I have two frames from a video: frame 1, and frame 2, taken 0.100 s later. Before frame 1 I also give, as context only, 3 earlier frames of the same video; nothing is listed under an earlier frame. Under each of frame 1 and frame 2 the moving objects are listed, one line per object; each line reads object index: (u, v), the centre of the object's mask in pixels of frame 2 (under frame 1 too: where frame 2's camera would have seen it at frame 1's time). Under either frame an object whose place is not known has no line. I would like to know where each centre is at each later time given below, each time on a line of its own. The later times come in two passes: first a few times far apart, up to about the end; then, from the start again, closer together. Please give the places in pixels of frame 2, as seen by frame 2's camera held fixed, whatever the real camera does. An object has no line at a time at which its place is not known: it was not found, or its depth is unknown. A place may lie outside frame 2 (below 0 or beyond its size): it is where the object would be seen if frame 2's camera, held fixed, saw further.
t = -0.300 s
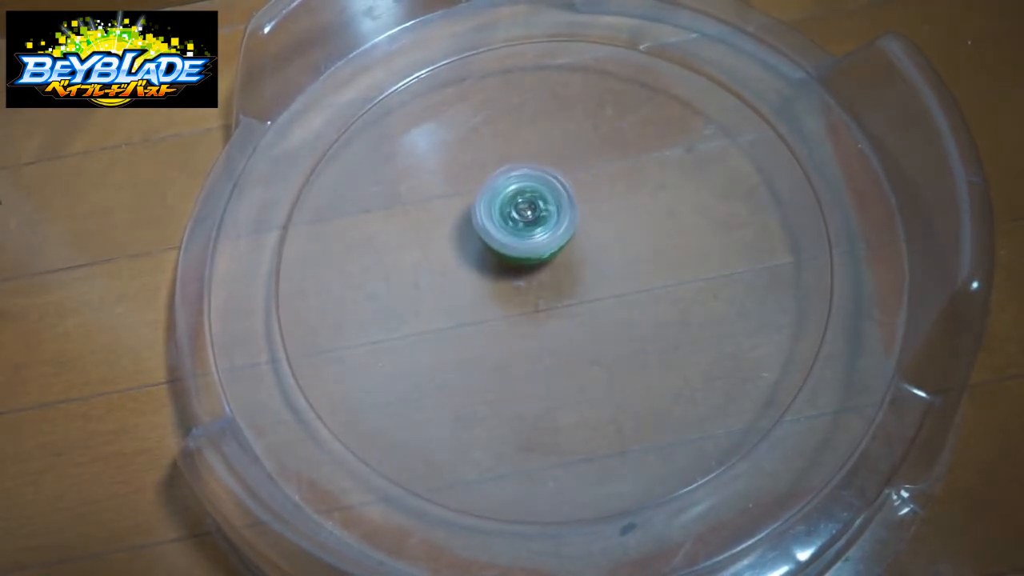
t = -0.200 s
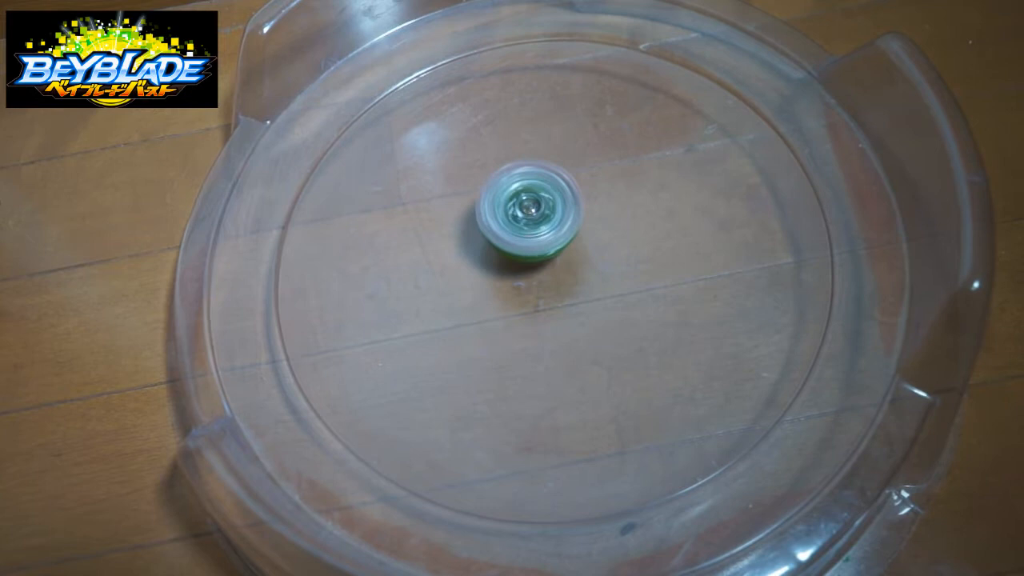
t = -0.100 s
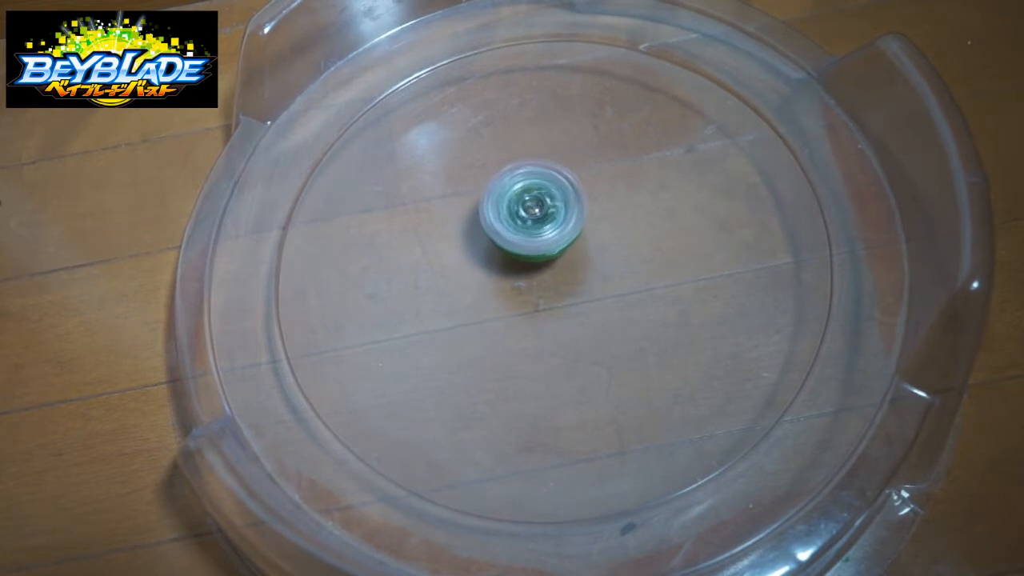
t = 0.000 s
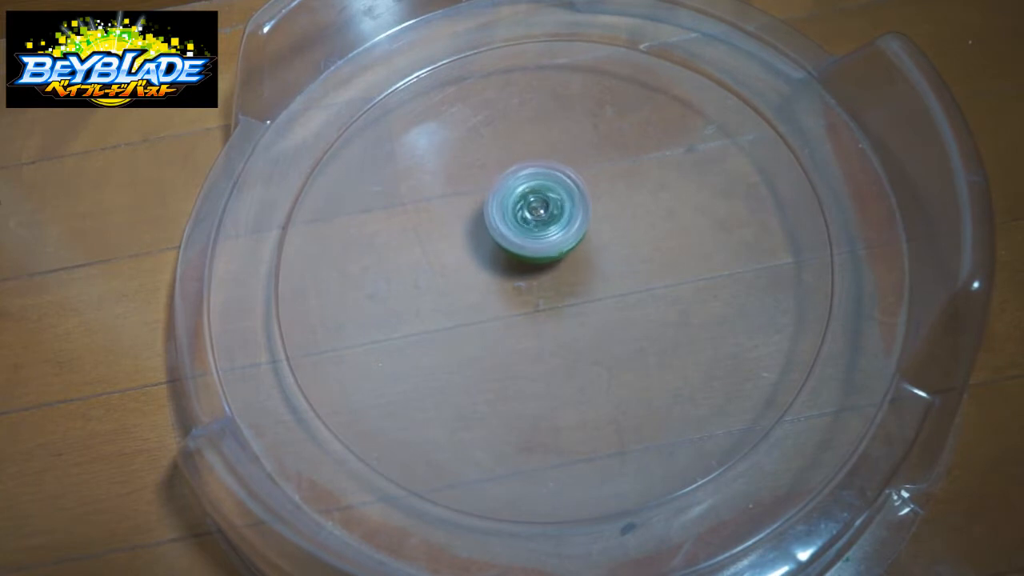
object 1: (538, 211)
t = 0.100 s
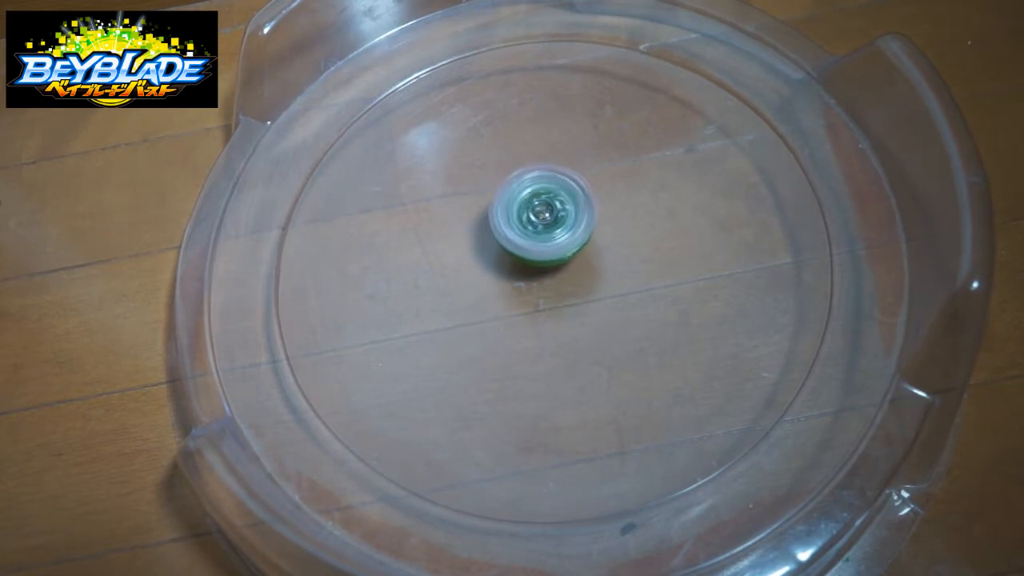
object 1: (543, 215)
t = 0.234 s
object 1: (552, 221)
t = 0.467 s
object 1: (571, 233)
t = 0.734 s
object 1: (589, 247)
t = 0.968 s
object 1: (595, 254)
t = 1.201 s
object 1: (582, 257)
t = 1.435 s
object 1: (556, 260)
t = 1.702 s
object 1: (536, 260)
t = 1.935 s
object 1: (517, 255)
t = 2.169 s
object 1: (507, 254)
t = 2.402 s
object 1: (511, 251)
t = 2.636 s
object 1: (528, 242)
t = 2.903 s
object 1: (556, 229)
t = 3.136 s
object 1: (572, 219)
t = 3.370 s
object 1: (576, 219)
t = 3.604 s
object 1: (572, 228)
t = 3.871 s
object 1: (560, 249)
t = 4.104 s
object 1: (548, 266)
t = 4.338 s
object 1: (540, 276)
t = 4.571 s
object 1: (533, 274)
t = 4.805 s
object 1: (532, 261)
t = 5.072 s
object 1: (533, 248)
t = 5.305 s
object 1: (541, 232)
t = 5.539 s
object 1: (548, 223)
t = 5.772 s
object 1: (554, 222)
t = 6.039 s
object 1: (555, 226)
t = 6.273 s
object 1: (552, 235)
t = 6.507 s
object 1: (542, 249)
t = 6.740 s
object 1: (532, 262)
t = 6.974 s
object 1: (527, 266)
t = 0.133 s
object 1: (546, 216)
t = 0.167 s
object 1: (548, 218)
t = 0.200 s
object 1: (550, 219)
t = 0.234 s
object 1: (552, 221)
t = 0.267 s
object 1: (555, 223)
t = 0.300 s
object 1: (558, 225)
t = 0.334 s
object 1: (560, 226)
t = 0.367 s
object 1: (562, 227)
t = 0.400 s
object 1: (565, 229)
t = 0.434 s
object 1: (568, 232)
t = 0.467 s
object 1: (571, 233)
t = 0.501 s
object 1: (573, 235)
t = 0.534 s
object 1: (575, 237)
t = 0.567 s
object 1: (578, 239)
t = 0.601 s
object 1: (580, 241)
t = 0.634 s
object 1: (582, 243)
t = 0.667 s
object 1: (584, 244)
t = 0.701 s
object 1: (586, 246)
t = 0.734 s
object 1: (589, 247)
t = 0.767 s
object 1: (590, 249)
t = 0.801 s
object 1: (592, 250)
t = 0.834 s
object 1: (593, 251)
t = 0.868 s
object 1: (594, 252)
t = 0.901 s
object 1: (595, 253)
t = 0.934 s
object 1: (596, 253)
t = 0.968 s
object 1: (595, 254)
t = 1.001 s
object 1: (596, 254)
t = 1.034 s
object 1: (595, 254)
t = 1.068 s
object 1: (593, 255)
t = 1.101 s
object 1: (591, 255)
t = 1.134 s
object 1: (589, 255)
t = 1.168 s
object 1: (585, 256)
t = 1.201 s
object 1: (582, 257)
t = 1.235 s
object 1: (579, 257)
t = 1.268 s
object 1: (576, 257)
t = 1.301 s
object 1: (571, 258)
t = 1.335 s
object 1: (568, 258)
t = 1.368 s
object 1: (564, 258)
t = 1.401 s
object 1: (559, 260)
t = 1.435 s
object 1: (556, 260)
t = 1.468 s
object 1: (555, 261)
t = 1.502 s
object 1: (552, 260)
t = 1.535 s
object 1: (549, 261)
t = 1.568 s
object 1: (547, 261)
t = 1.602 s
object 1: (544, 261)
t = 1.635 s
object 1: (541, 261)
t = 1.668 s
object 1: (539, 261)
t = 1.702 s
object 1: (536, 260)
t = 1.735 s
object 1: (533, 260)
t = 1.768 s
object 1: (530, 259)
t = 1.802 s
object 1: (528, 259)
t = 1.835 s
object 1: (526, 258)
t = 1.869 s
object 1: (524, 258)
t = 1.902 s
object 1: (521, 256)
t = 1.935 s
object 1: (517, 255)
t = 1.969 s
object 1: (514, 255)
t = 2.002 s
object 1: (511, 254)
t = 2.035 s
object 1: (509, 255)
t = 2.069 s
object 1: (509, 255)
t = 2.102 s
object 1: (507, 255)
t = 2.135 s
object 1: (507, 255)
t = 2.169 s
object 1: (507, 254)
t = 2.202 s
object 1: (506, 254)
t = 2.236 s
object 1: (506, 254)
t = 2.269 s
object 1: (507, 254)
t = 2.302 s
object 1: (507, 254)
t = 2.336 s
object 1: (509, 253)
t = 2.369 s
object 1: (510, 252)
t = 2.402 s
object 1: (511, 251)
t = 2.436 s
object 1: (514, 249)
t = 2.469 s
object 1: (516, 248)
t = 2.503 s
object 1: (518, 247)
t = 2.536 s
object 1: (520, 246)
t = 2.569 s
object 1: (522, 245)
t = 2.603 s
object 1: (526, 244)
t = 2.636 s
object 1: (528, 242)
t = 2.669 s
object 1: (532, 241)
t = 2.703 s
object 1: (536, 240)
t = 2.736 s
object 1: (539, 239)
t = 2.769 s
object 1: (544, 236)
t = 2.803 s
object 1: (547, 234)
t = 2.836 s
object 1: (551, 232)
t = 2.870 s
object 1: (553, 231)
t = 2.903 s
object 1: (556, 229)
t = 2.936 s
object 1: (559, 227)
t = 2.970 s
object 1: (562, 226)
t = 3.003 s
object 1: (565, 224)
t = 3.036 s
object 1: (566, 223)
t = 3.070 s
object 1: (569, 221)
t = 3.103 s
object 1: (571, 220)
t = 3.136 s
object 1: (572, 219)
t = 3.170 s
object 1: (573, 219)
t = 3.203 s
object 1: (573, 219)
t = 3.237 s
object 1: (575, 218)
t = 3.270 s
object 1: (575, 218)
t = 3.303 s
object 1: (576, 218)
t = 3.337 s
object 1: (576, 218)
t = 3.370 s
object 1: (576, 219)
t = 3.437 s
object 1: (575, 221)
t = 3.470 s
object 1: (575, 221)
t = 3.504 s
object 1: (574, 223)
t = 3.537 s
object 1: (574, 224)
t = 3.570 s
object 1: (573, 226)
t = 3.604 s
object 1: (572, 228)
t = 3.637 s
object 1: (570, 231)
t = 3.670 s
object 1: (569, 233)
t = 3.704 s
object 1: (568, 235)
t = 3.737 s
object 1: (566, 238)
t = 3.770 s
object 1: (564, 240)
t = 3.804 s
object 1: (563, 243)
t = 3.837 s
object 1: (561, 245)
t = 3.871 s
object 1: (560, 249)
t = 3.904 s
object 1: (558, 251)
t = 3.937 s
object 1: (556, 254)
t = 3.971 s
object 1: (554, 257)
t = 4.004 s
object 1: (552, 259)
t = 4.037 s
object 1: (551, 262)
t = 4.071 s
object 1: (549, 264)
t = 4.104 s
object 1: (548, 266)
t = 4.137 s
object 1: (547, 268)
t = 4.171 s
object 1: (546, 269)
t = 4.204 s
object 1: (544, 271)
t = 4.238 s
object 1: (543, 272)
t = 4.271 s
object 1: (542, 274)
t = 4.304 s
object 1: (541, 274)
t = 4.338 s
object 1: (540, 276)
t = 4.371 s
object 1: (539, 276)
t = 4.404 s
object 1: (538, 277)
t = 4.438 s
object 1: (537, 277)
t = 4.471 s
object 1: (536, 276)
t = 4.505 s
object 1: (535, 276)
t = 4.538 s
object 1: (534, 275)
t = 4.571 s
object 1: (533, 274)
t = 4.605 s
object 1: (534, 272)
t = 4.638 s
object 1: (532, 271)
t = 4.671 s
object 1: (533, 269)
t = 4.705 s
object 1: (532, 268)
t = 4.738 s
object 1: (533, 266)
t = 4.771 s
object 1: (532, 264)
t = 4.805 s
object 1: (532, 261)
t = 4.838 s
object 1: (532, 259)
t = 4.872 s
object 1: (533, 257)
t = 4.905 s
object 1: (532, 257)
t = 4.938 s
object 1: (532, 255)
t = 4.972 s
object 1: (533, 253)
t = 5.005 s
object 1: (532, 252)
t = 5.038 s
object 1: (533, 249)
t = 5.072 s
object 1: (533, 248)
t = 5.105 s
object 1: (534, 245)
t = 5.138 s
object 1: (536, 243)
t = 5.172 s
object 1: (536, 241)
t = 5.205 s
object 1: (538, 238)
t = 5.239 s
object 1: (539, 236)
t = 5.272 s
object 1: (541, 234)
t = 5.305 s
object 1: (541, 232)
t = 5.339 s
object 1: (543, 230)
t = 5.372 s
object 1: (544, 228)
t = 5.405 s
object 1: (545, 227)
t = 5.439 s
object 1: (546, 225)
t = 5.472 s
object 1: (547, 224)
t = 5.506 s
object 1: (548, 224)
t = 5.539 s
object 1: (548, 223)
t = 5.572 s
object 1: (549, 222)
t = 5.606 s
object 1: (550, 222)
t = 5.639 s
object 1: (550, 222)
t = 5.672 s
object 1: (552, 222)
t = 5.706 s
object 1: (552, 222)
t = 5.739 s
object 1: (553, 222)
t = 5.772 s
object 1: (554, 222)
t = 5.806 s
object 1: (554, 222)
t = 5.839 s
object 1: (555, 222)
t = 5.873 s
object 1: (555, 223)
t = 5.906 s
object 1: (555, 223)
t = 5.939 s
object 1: (556, 223)
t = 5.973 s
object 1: (555, 224)
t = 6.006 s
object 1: (556, 225)
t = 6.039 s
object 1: (555, 226)
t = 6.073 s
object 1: (555, 227)
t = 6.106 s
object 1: (555, 229)
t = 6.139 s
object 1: (554, 230)
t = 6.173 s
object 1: (554, 232)
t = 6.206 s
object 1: (553, 233)
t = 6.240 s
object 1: (552, 234)
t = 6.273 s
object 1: (552, 235)
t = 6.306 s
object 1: (551, 237)
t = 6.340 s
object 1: (550, 239)
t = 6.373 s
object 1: (549, 241)
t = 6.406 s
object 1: (547, 243)
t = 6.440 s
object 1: (546, 245)
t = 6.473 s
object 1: (545, 247)
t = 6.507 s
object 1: (542, 249)
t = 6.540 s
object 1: (541, 251)
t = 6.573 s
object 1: (539, 253)
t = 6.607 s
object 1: (537, 255)
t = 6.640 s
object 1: (536, 257)
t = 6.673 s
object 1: (534, 259)
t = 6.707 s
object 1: (532, 260)
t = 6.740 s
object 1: (532, 262)
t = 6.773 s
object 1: (530, 263)
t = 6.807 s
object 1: (529, 264)
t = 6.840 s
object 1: (529, 264)
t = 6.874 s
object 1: (528, 265)
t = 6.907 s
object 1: (527, 265)
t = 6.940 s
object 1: (527, 265)
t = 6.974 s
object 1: (527, 266)
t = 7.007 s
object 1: (526, 266)
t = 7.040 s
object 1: (527, 265)
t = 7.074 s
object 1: (527, 266)
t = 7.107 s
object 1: (526, 265)
